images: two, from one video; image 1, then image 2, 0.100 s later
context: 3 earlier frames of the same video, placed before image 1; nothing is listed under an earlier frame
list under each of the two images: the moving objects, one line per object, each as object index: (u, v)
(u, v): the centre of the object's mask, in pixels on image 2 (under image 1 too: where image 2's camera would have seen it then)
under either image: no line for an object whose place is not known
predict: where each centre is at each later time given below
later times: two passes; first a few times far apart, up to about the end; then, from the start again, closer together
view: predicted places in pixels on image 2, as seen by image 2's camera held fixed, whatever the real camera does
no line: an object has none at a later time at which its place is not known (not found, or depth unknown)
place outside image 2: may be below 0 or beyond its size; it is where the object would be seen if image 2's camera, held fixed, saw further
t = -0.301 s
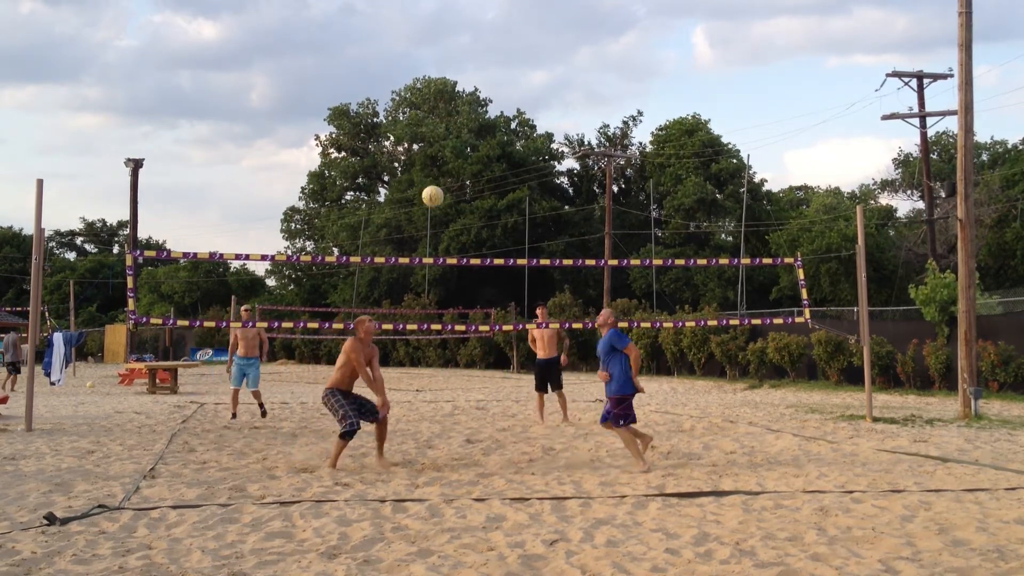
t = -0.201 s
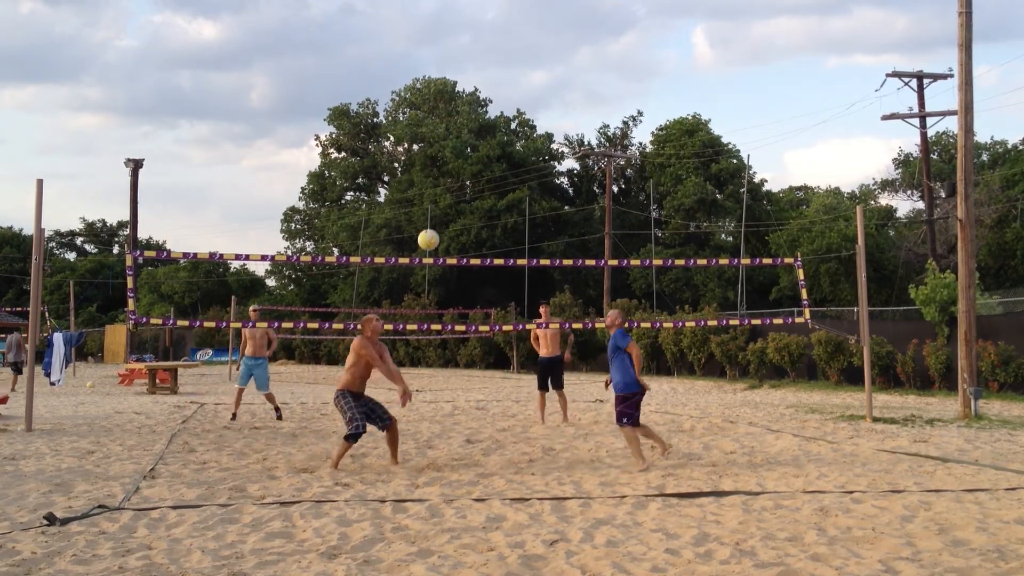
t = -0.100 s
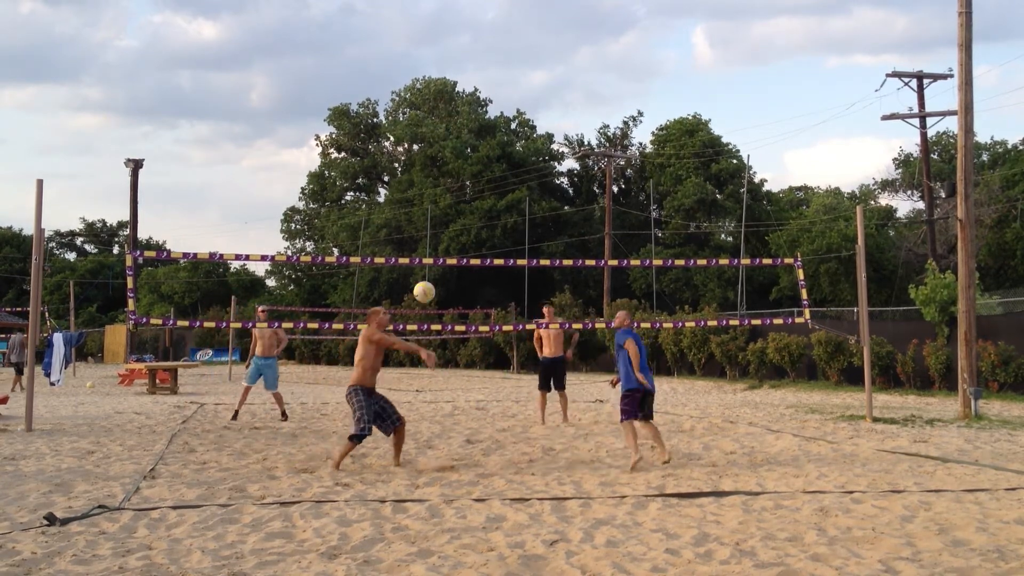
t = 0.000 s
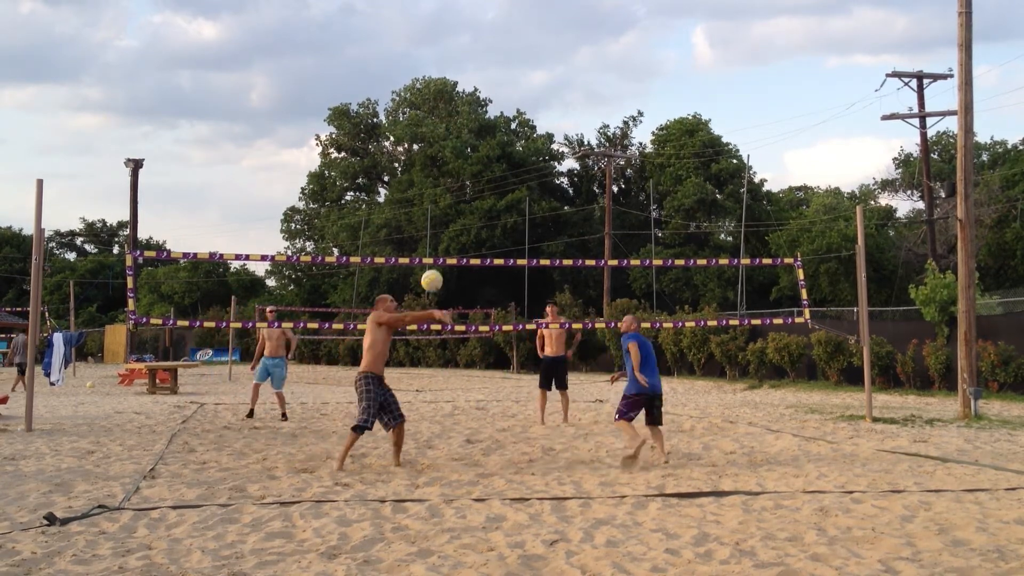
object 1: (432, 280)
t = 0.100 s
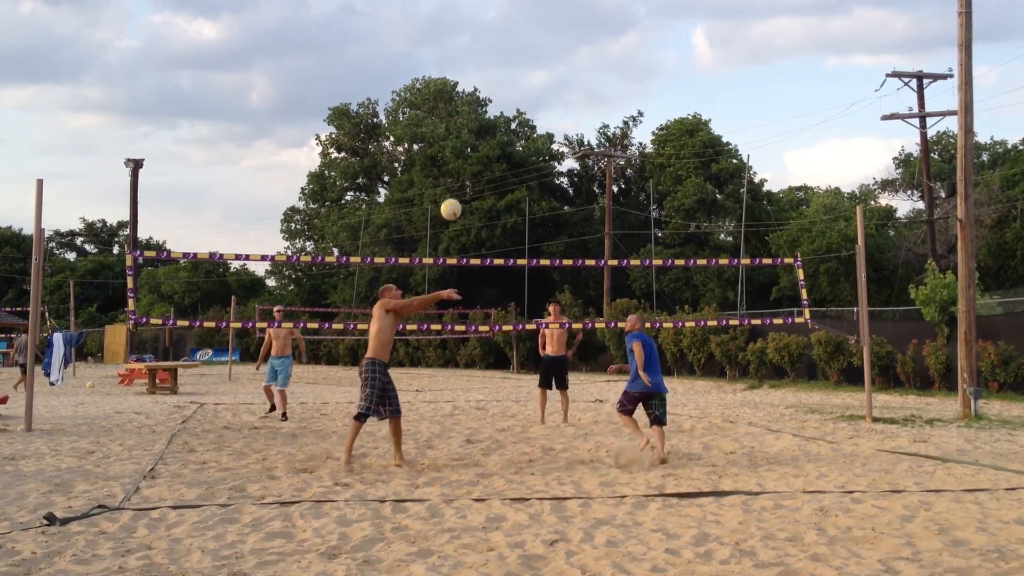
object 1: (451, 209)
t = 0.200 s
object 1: (468, 152)
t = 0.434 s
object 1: (505, 67)
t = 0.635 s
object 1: (533, 39)
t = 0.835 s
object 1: (559, 45)
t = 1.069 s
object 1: (586, 90)
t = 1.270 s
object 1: (607, 155)
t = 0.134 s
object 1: (457, 188)
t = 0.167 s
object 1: (462, 169)
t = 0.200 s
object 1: (468, 152)
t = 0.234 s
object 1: (474, 136)
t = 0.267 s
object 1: (479, 121)
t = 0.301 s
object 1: (485, 108)
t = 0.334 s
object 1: (490, 96)
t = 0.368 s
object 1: (495, 85)
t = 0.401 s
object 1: (500, 75)
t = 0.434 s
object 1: (505, 67)
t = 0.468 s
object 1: (510, 60)
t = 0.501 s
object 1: (515, 53)
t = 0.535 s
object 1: (519, 48)
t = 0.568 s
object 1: (524, 44)
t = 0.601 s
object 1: (529, 41)
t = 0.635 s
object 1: (533, 39)
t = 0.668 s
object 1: (537, 38)
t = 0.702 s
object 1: (542, 38)
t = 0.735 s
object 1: (546, 38)
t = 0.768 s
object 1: (550, 40)
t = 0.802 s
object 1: (555, 42)
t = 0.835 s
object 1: (559, 45)
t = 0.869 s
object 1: (563, 50)
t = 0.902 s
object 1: (567, 55)
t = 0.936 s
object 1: (571, 60)
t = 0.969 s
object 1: (575, 67)
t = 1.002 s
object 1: (579, 74)
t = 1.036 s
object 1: (582, 82)
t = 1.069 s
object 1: (586, 90)
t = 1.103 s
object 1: (590, 99)
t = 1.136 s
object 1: (593, 109)
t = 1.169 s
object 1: (597, 120)
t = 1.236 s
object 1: (604, 143)
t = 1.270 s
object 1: (607, 155)
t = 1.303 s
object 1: (610, 169)
